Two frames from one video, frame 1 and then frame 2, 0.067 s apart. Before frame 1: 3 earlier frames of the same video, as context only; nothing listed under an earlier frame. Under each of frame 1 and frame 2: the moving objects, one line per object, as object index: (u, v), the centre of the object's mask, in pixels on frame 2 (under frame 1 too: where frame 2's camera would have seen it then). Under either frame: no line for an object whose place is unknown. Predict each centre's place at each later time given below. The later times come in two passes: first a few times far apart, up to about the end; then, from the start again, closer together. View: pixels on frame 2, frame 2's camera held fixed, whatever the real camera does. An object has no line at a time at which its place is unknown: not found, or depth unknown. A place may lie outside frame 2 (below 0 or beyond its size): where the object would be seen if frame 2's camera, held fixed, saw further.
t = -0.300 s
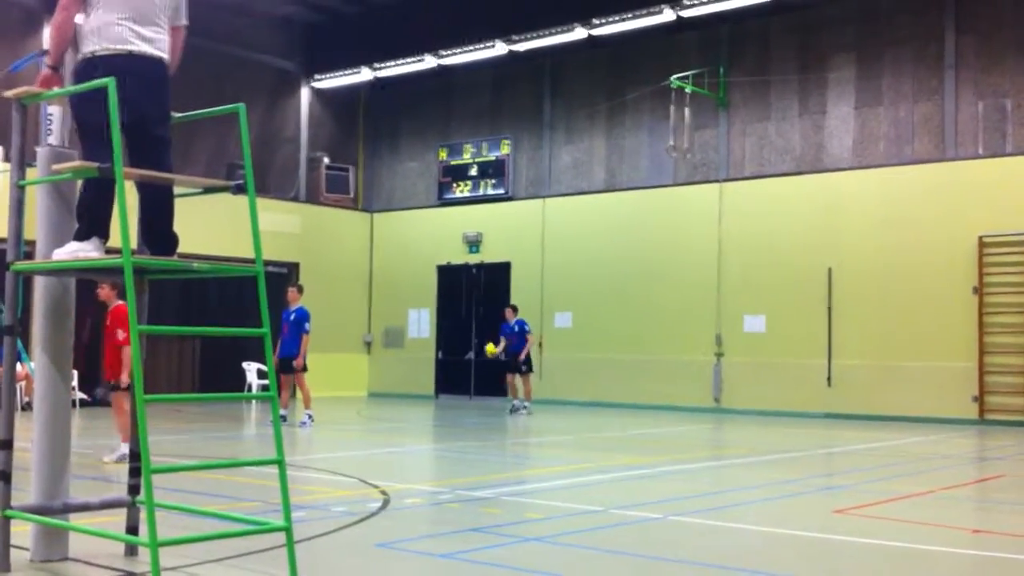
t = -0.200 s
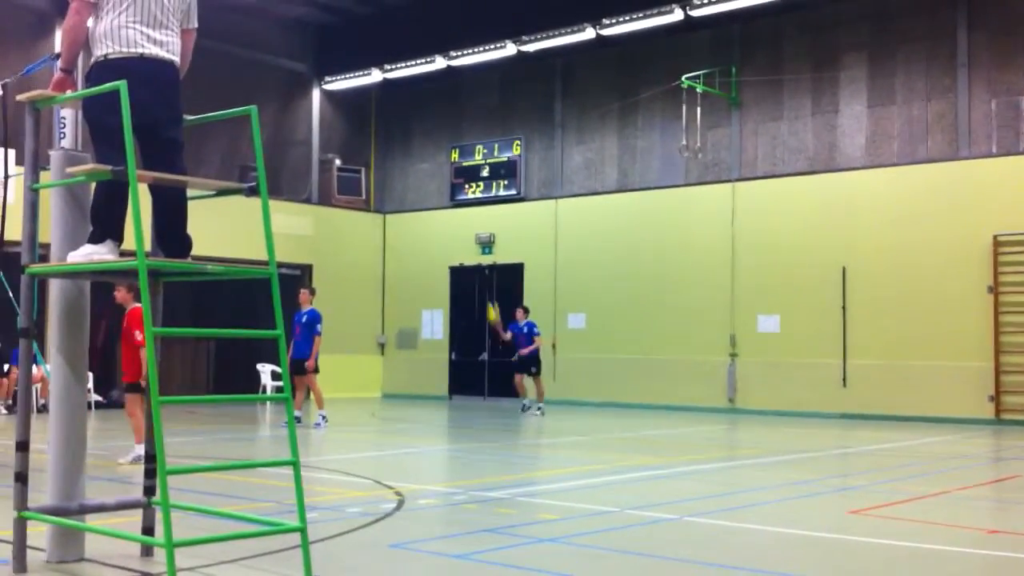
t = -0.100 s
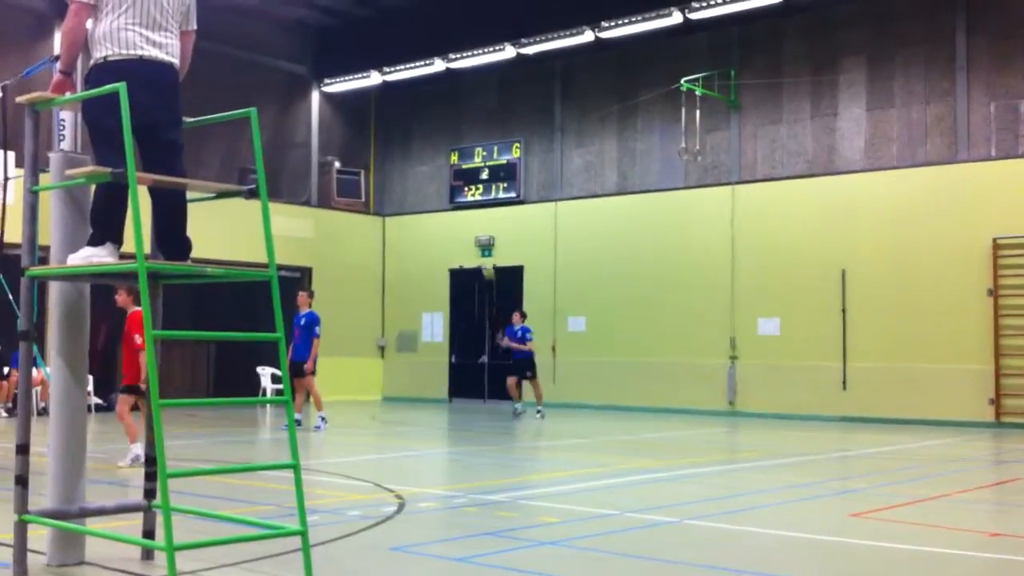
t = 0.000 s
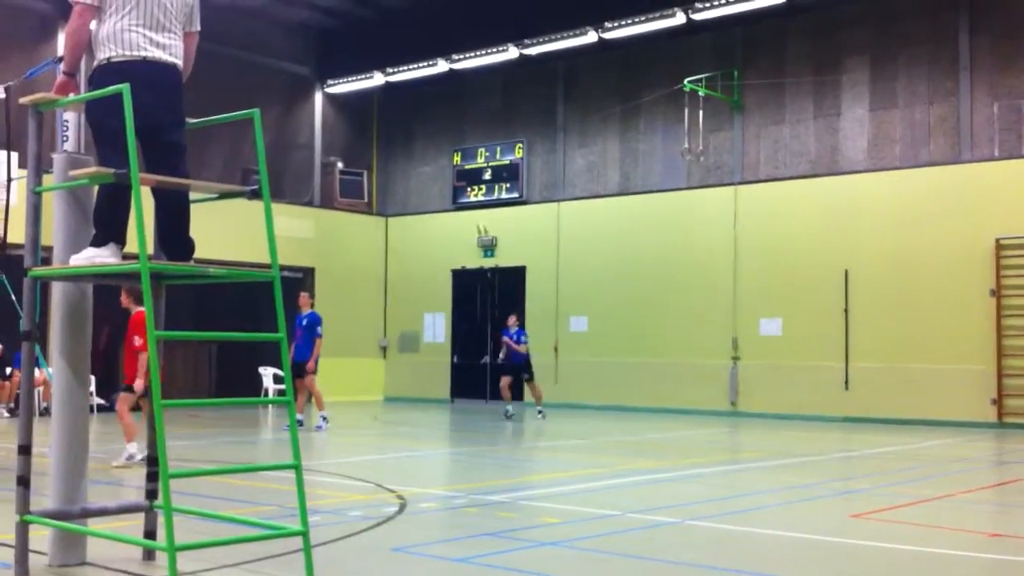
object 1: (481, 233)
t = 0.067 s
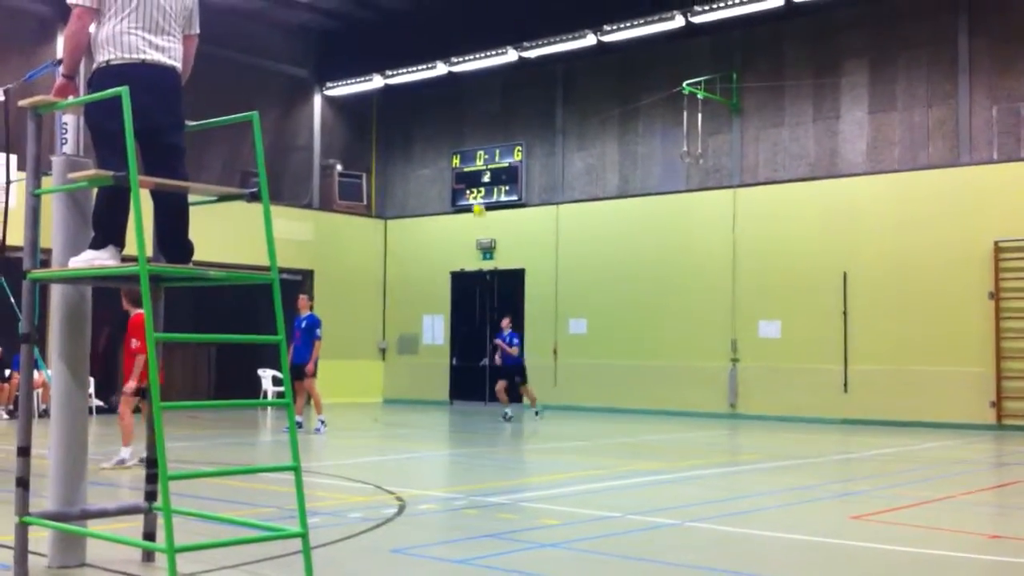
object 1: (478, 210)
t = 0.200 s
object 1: (471, 176)
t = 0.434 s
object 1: (456, 134)
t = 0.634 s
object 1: (443, 128)
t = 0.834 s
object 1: (430, 145)
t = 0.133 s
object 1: (474, 187)
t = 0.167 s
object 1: (472, 179)
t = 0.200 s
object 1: (471, 176)
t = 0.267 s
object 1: (466, 156)
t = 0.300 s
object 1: (464, 150)
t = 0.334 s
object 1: (462, 145)
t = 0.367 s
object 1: (460, 141)
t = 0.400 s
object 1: (458, 138)
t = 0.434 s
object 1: (456, 134)
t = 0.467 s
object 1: (454, 131)
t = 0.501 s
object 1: (452, 129)
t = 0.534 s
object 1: (450, 127)
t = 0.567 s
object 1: (448, 127)
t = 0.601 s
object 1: (445, 127)
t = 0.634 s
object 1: (443, 128)
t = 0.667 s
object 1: (441, 129)
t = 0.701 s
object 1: (439, 131)
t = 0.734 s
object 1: (437, 133)
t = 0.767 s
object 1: (435, 136)
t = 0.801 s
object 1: (432, 140)
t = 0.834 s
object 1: (430, 145)
